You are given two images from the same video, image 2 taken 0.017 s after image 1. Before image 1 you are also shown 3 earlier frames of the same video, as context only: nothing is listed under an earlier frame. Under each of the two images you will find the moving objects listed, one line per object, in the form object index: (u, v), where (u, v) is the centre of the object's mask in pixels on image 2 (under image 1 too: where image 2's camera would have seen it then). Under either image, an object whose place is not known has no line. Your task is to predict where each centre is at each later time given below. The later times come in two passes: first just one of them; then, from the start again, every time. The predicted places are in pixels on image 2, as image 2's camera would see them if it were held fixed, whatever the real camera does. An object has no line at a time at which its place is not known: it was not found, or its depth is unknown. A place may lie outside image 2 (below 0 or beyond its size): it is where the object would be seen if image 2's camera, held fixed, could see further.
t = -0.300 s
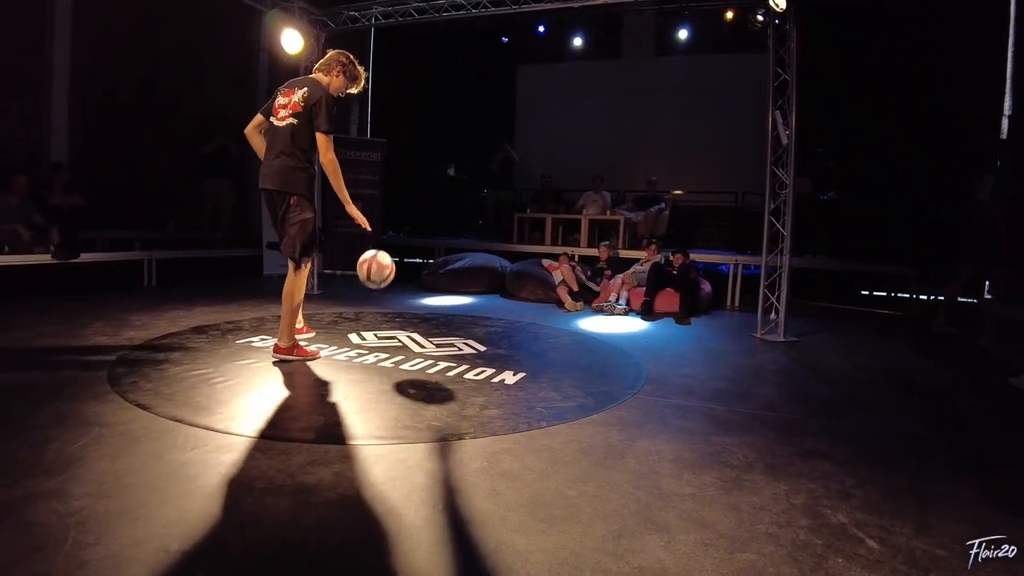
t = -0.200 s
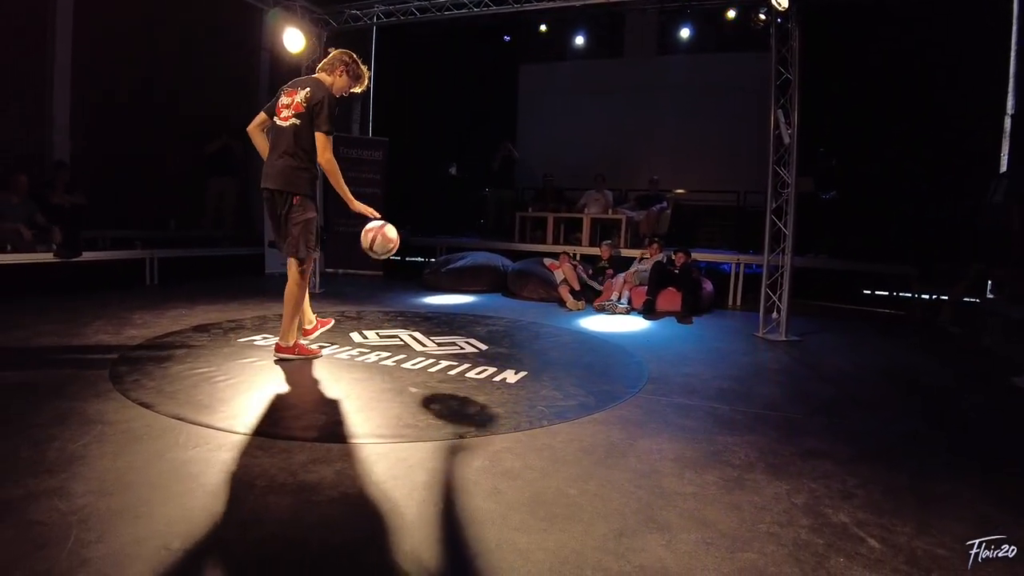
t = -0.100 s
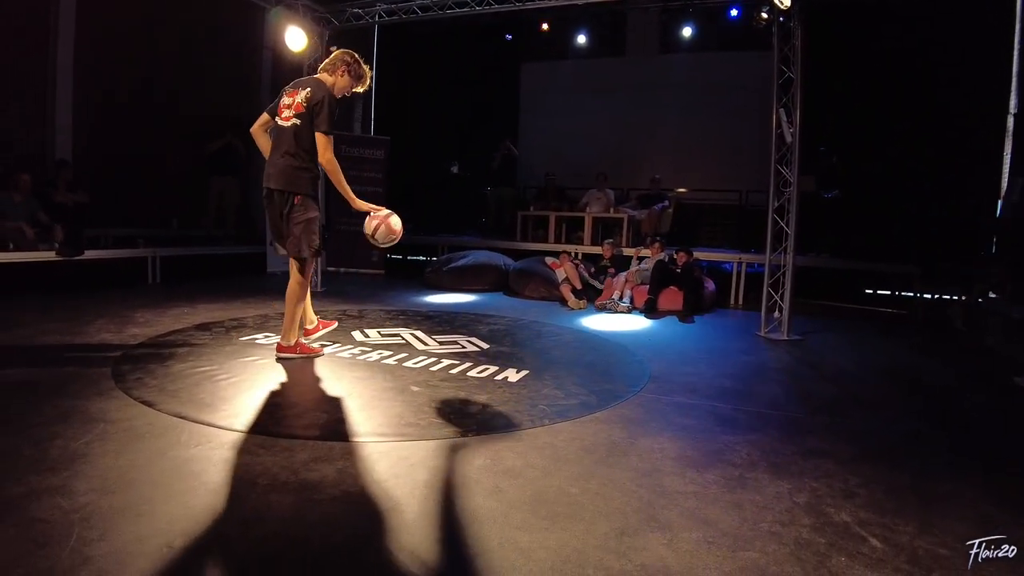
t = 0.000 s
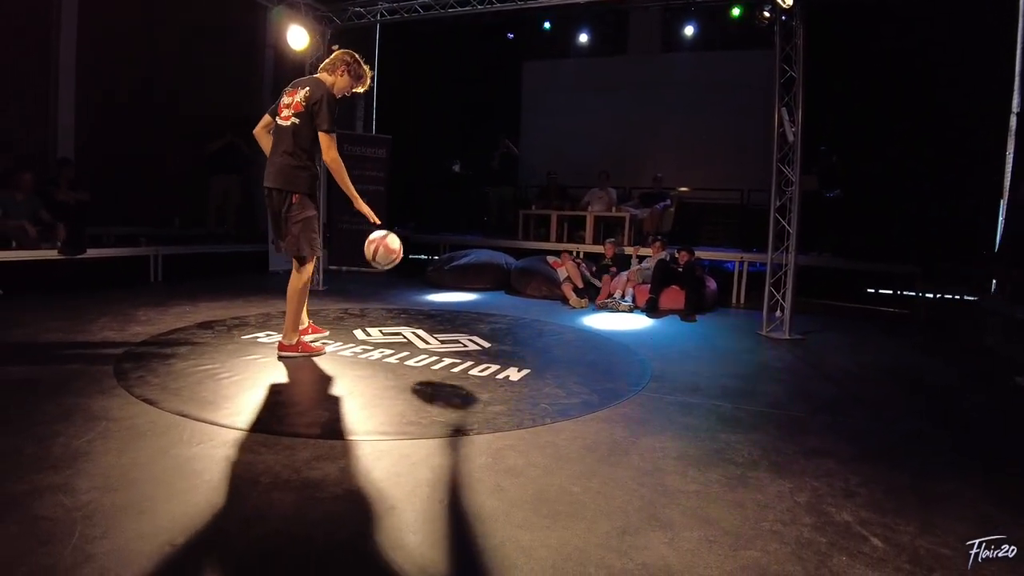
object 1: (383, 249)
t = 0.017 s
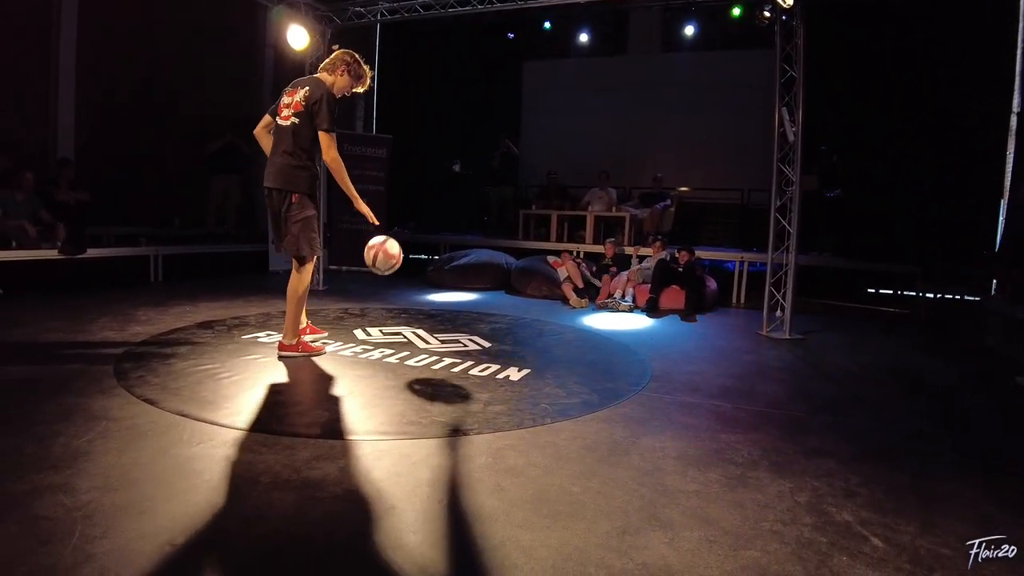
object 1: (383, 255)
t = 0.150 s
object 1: (379, 316)
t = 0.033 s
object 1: (382, 261)
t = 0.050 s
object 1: (382, 268)
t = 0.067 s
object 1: (382, 275)
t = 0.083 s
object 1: (381, 283)
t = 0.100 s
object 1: (381, 290)
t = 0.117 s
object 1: (380, 299)
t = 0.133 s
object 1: (380, 307)
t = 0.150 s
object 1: (379, 316)
